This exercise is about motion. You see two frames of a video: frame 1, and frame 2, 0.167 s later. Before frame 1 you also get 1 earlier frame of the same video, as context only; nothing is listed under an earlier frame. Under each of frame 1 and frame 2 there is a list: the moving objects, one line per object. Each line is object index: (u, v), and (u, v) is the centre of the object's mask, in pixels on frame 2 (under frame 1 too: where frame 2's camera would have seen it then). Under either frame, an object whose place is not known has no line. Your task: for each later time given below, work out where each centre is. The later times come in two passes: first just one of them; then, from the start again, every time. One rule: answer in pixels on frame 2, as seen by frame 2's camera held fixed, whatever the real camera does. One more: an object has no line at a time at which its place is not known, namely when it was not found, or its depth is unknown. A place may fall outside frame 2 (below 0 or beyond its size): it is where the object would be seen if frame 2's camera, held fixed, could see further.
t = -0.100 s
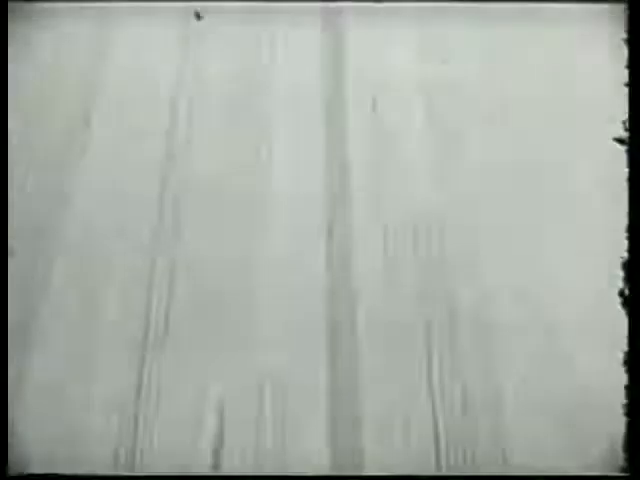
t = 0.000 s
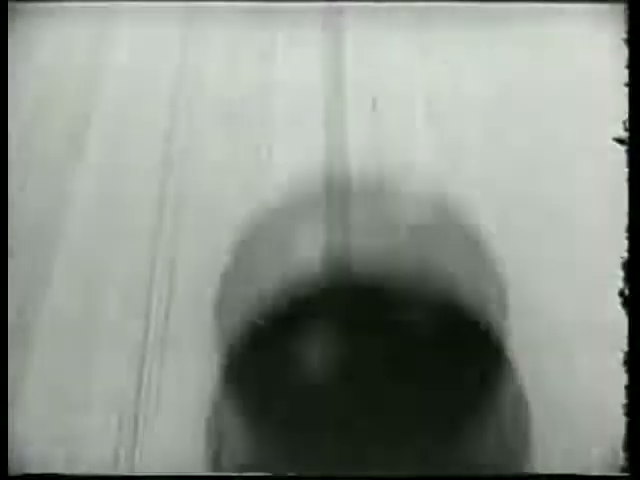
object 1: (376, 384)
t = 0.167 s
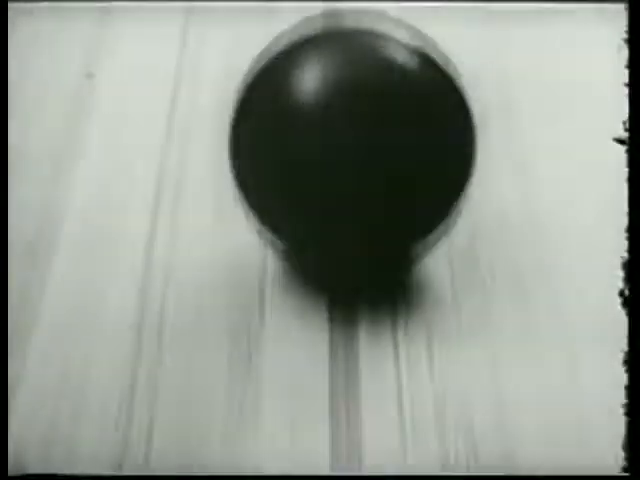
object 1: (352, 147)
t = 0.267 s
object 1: (347, 156)
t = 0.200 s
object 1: (351, 142)
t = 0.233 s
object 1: (350, 145)
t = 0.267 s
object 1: (347, 156)
